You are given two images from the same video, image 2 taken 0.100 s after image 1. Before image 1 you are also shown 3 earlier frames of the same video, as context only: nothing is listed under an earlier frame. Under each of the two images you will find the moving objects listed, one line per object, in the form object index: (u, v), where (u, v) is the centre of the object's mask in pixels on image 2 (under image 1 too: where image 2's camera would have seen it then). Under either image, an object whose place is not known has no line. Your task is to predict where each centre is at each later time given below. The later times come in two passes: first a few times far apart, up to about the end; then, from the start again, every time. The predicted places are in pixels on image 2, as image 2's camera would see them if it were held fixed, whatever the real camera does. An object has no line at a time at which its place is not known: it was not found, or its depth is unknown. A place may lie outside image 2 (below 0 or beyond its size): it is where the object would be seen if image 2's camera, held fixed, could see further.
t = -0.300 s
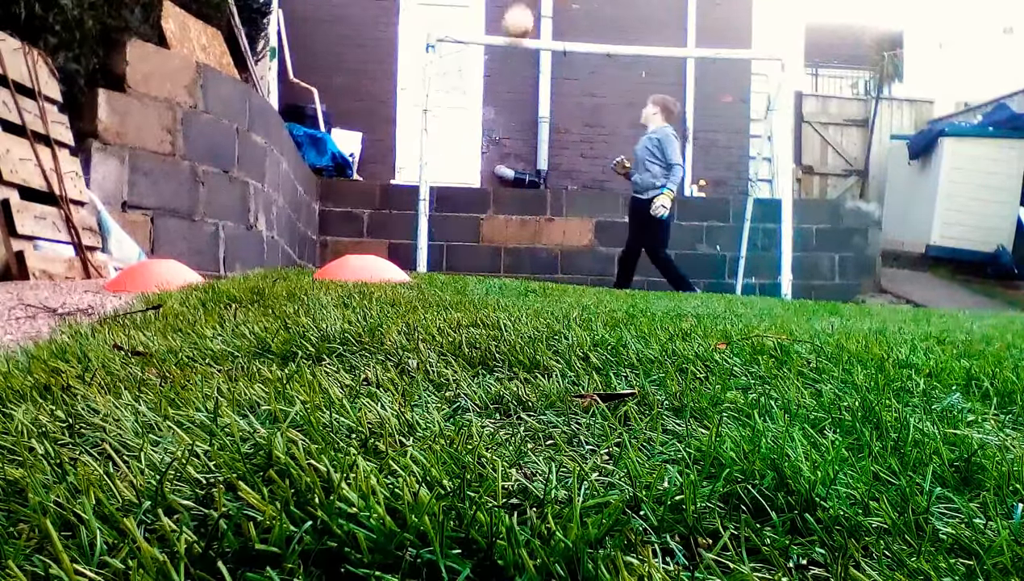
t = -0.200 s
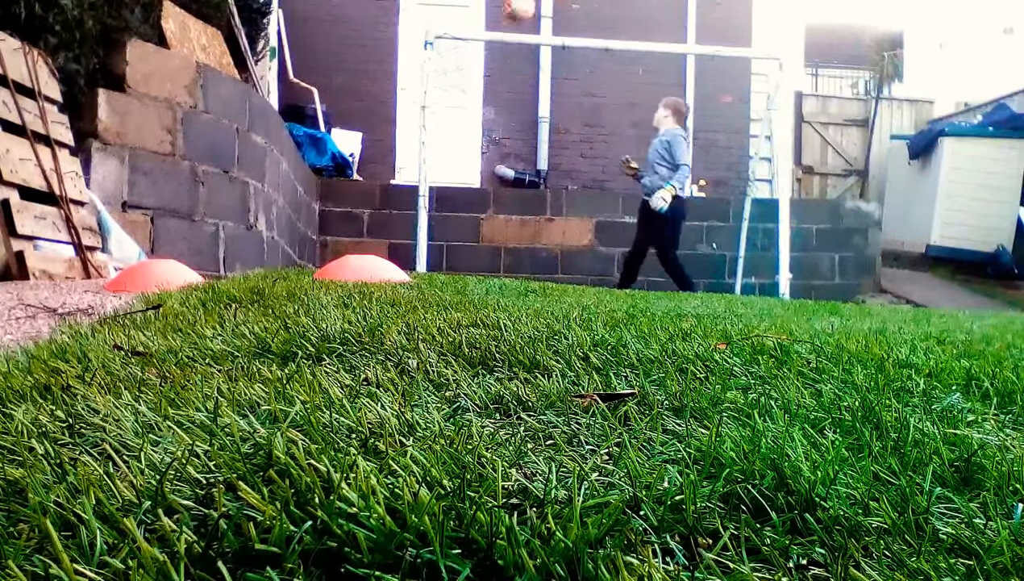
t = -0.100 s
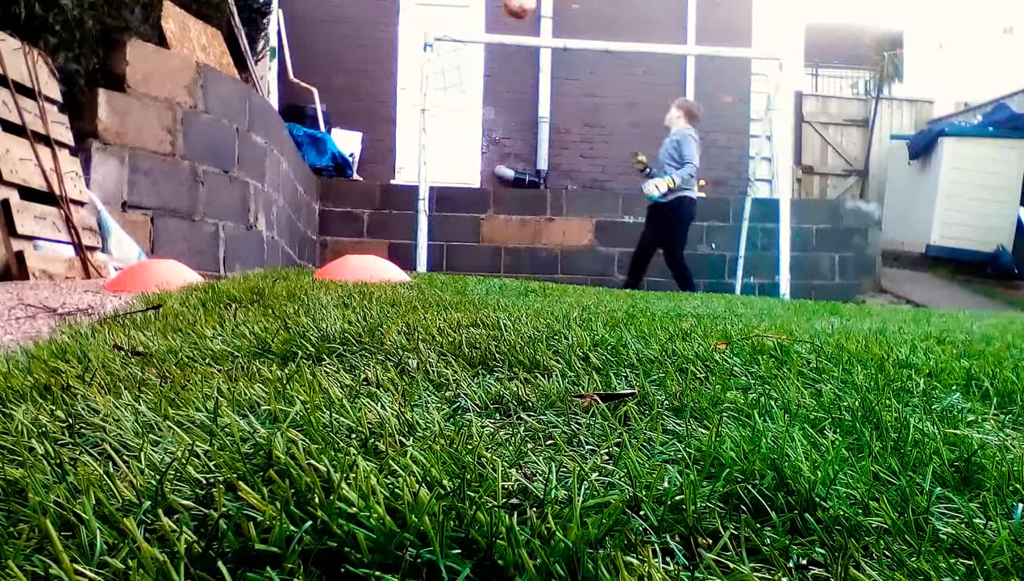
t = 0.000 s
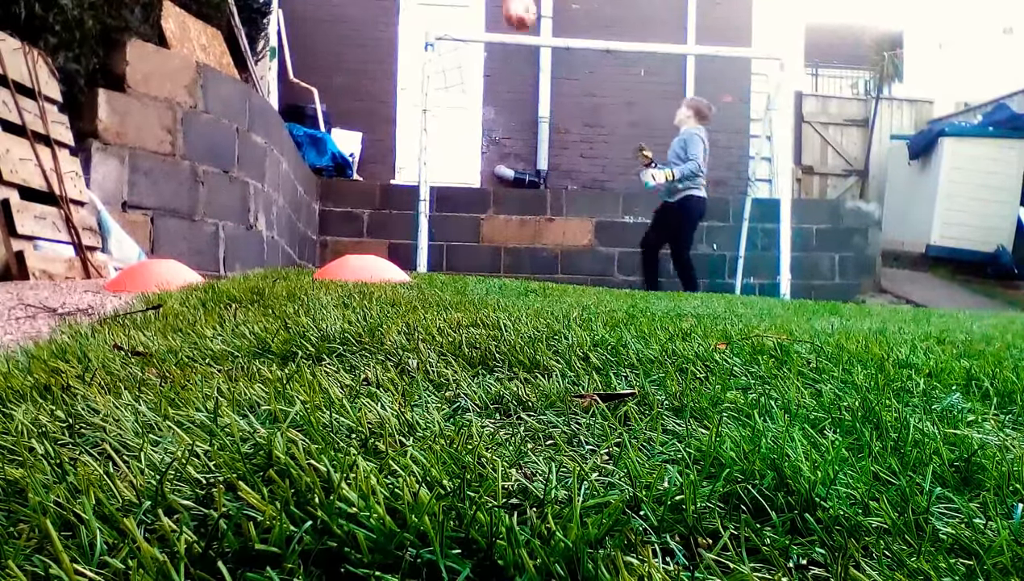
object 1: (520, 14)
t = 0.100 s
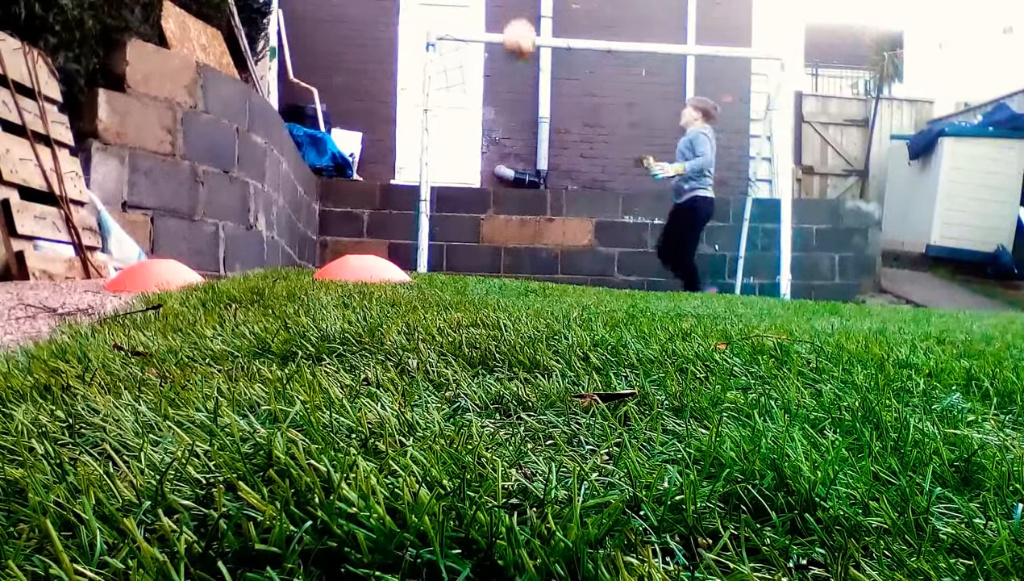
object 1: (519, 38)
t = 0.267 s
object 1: (519, 125)
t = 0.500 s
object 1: (514, 255)
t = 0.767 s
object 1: (497, 111)
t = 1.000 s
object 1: (477, 79)
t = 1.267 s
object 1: (446, 166)
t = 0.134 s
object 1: (518, 54)
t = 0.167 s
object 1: (518, 68)
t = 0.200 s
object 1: (519, 84)
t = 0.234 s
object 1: (519, 104)
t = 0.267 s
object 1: (519, 125)
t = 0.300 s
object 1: (520, 149)
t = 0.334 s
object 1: (518, 176)
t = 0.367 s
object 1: (518, 203)
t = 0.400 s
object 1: (519, 234)
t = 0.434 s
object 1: (519, 261)
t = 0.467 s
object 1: (516, 270)
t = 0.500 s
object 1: (514, 255)
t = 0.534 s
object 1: (511, 233)
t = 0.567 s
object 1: (509, 210)
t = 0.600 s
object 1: (508, 192)
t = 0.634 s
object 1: (505, 171)
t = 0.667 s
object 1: (503, 154)
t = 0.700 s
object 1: (502, 138)
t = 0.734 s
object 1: (499, 124)
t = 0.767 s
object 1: (497, 111)
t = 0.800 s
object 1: (495, 102)
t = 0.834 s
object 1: (492, 93)
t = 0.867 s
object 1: (489, 87)
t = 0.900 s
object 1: (486, 82)
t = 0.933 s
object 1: (483, 79)
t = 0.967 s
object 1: (480, 78)
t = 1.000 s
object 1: (477, 79)
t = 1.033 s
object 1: (474, 81)
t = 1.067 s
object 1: (470, 86)
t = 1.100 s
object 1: (467, 94)
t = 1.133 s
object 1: (461, 108)
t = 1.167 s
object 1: (456, 119)
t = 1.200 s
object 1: (453, 132)
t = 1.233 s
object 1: (450, 146)
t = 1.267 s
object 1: (446, 166)
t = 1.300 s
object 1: (444, 192)
